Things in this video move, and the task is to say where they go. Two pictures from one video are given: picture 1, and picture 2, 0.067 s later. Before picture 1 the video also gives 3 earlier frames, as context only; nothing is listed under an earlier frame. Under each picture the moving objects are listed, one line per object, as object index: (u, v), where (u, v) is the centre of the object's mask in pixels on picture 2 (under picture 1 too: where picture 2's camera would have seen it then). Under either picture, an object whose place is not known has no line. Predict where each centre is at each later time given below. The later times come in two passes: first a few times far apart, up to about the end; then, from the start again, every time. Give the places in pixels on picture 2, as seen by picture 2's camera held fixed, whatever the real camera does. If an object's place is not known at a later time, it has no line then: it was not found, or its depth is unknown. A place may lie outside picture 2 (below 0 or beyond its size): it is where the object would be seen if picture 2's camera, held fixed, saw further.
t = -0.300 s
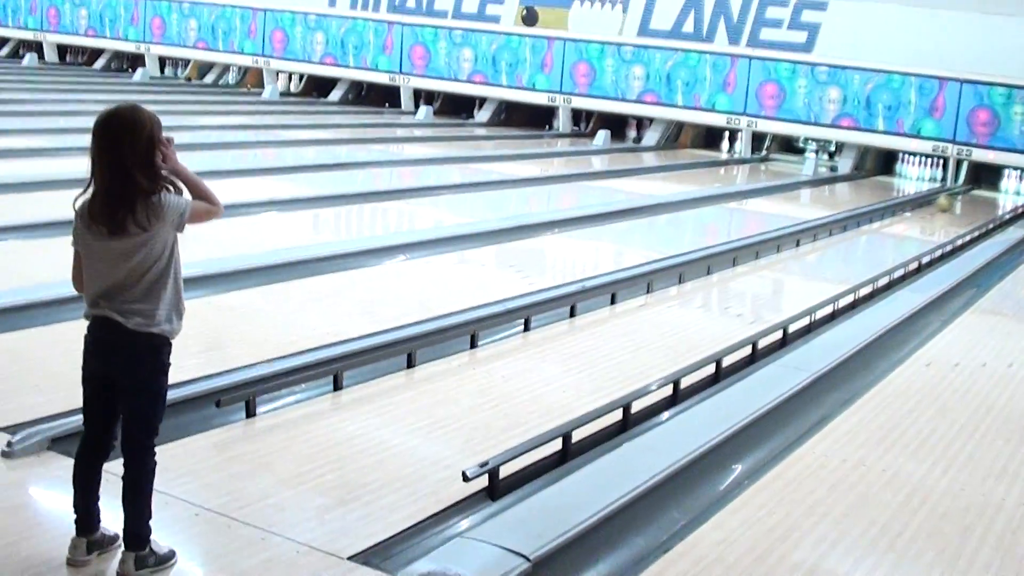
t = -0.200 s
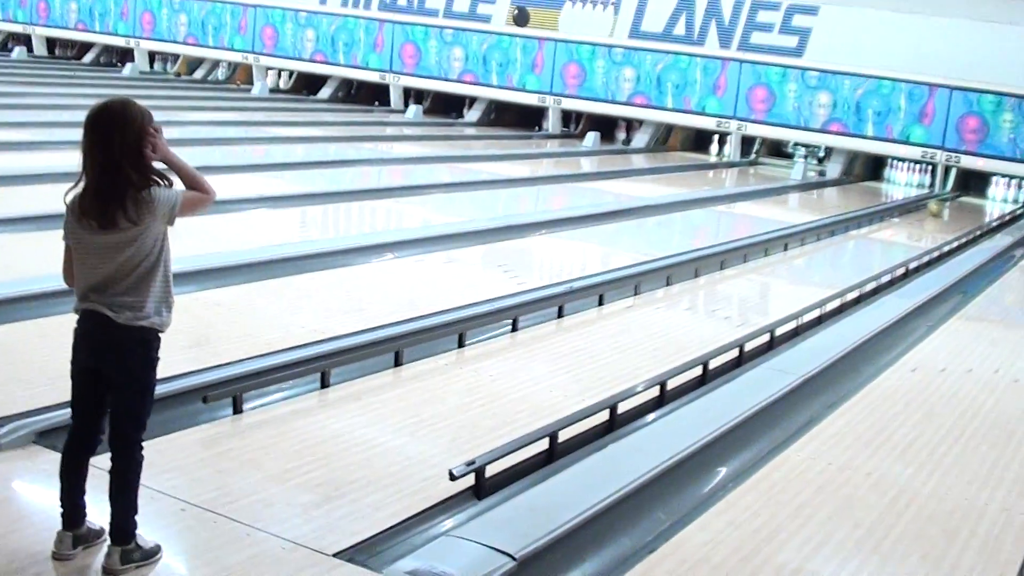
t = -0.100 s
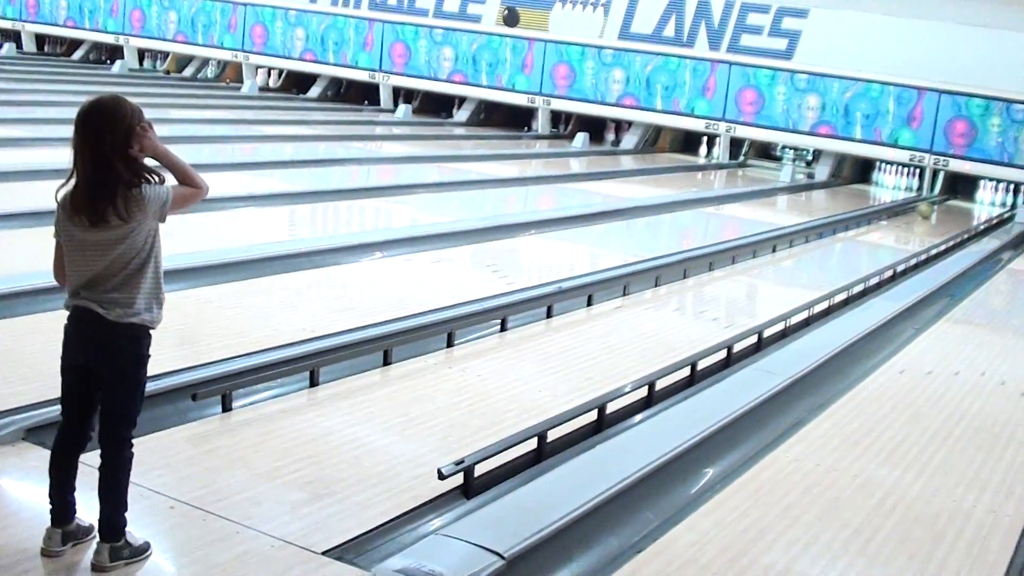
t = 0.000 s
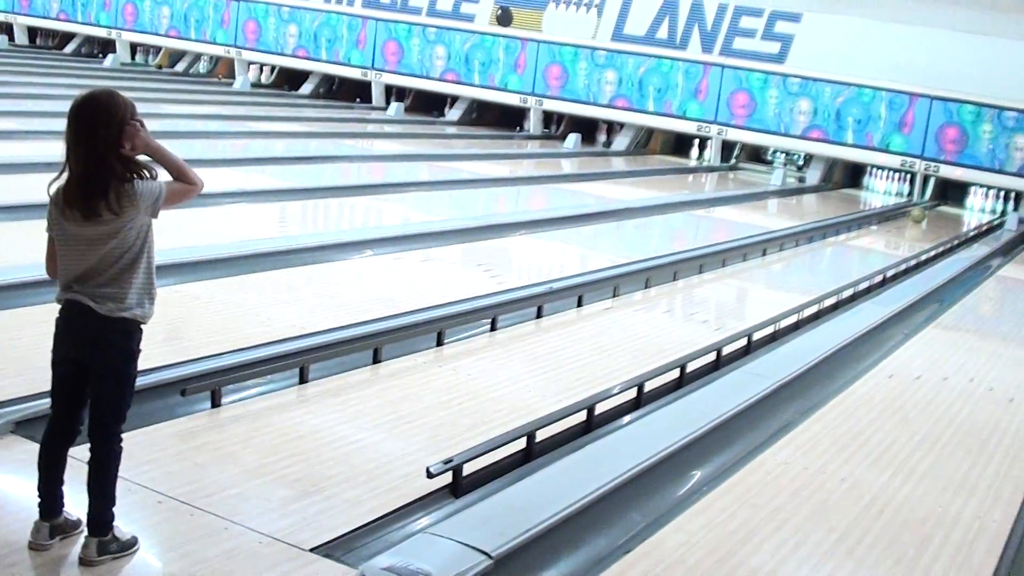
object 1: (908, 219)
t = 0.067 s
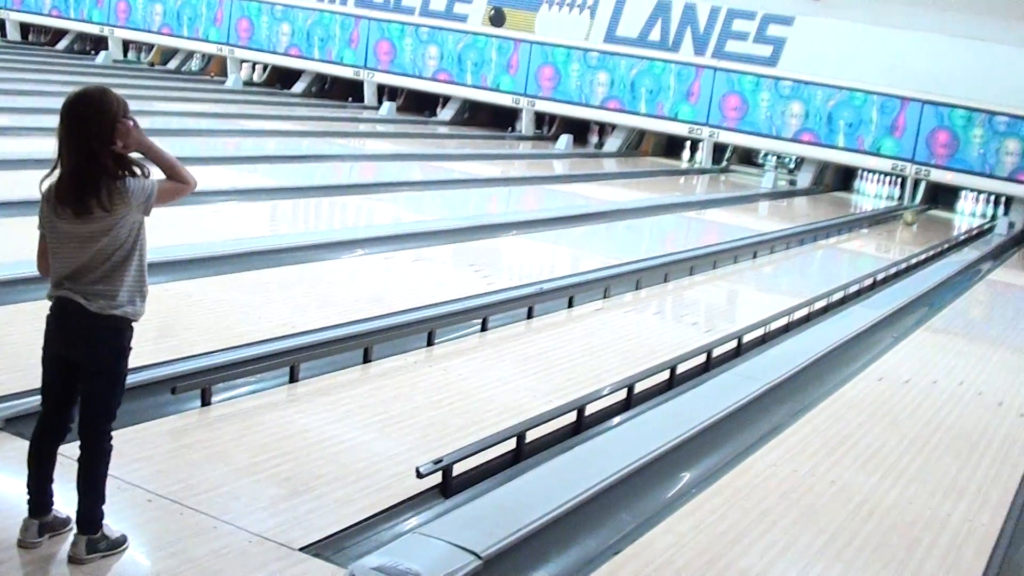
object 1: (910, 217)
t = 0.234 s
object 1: (916, 216)
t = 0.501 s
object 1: (924, 213)
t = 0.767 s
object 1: (928, 211)
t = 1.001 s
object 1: (932, 209)
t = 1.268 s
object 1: (937, 207)
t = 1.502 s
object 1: (940, 205)
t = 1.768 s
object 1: (944, 203)
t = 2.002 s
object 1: (947, 202)
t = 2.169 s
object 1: (948, 204)
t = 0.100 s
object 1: (912, 217)
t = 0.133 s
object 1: (913, 216)
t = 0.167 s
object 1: (914, 216)
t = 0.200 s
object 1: (915, 216)
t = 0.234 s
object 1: (916, 216)
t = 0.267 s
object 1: (918, 215)
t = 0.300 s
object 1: (919, 215)
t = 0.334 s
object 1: (919, 214)
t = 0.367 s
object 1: (920, 214)
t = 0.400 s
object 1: (921, 214)
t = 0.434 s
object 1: (922, 213)
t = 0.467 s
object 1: (923, 213)
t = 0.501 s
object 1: (924, 213)
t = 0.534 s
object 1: (925, 213)
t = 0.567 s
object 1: (925, 212)
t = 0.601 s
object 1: (926, 212)
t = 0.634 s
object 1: (926, 212)
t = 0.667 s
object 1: (927, 212)
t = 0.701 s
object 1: (928, 211)
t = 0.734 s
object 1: (928, 211)
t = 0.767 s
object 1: (928, 211)
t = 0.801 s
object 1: (929, 211)
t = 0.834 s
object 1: (930, 211)
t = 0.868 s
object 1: (930, 210)
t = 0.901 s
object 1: (931, 210)
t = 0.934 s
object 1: (931, 210)
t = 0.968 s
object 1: (932, 209)
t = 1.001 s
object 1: (932, 209)
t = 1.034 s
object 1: (932, 209)
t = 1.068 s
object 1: (933, 209)
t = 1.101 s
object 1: (934, 208)
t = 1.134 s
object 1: (935, 208)
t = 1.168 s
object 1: (935, 208)
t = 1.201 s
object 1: (936, 207)
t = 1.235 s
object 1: (936, 207)
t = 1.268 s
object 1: (937, 207)
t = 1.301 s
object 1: (938, 206)
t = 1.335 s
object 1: (938, 206)
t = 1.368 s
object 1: (939, 206)
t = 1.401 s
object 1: (939, 205)
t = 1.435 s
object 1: (939, 205)
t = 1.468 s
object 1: (940, 205)
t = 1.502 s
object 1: (940, 205)
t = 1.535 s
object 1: (941, 204)
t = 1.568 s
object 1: (941, 204)
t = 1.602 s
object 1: (942, 204)
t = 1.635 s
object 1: (942, 204)
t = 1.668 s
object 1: (943, 203)
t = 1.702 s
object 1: (943, 203)
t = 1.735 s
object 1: (944, 203)
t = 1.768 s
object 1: (944, 203)
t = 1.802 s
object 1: (945, 203)
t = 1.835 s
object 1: (945, 203)
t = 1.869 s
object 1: (946, 203)
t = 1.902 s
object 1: (946, 203)
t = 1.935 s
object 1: (946, 203)
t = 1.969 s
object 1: (947, 202)
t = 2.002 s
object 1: (947, 202)
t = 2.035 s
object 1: (948, 201)
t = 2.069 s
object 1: (948, 201)
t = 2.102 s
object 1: (948, 201)
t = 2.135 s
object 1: (948, 202)
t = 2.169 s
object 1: (948, 204)
